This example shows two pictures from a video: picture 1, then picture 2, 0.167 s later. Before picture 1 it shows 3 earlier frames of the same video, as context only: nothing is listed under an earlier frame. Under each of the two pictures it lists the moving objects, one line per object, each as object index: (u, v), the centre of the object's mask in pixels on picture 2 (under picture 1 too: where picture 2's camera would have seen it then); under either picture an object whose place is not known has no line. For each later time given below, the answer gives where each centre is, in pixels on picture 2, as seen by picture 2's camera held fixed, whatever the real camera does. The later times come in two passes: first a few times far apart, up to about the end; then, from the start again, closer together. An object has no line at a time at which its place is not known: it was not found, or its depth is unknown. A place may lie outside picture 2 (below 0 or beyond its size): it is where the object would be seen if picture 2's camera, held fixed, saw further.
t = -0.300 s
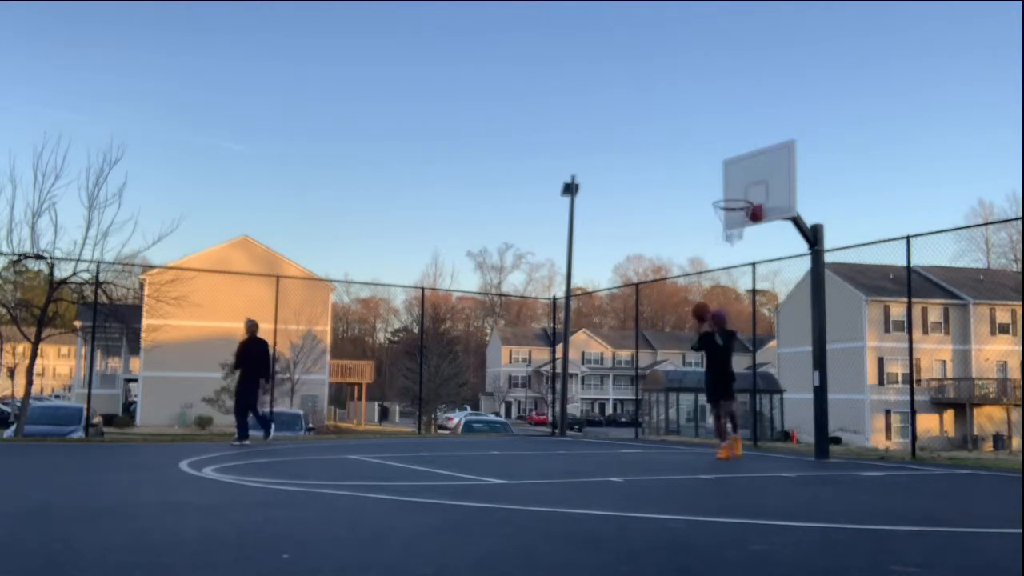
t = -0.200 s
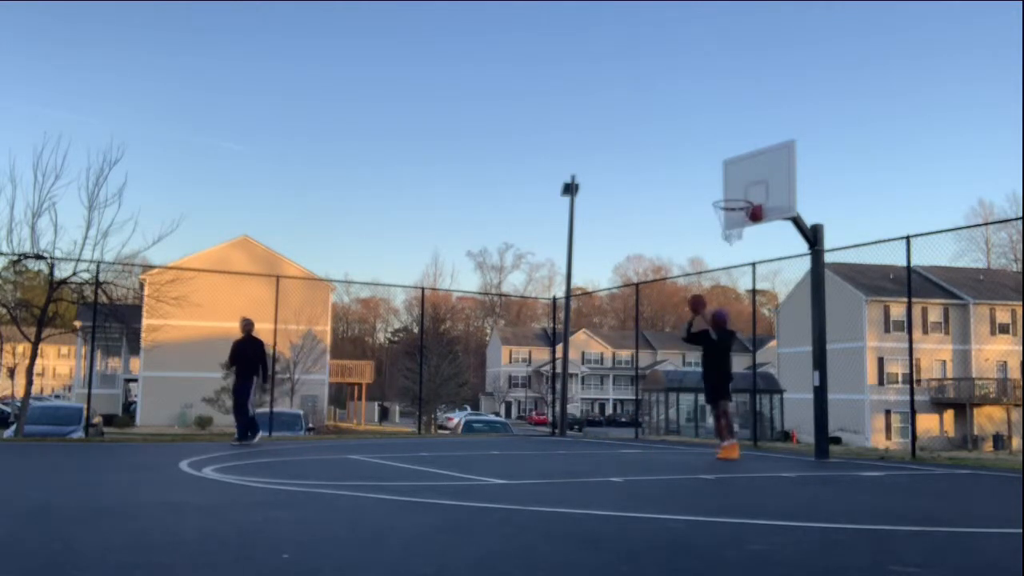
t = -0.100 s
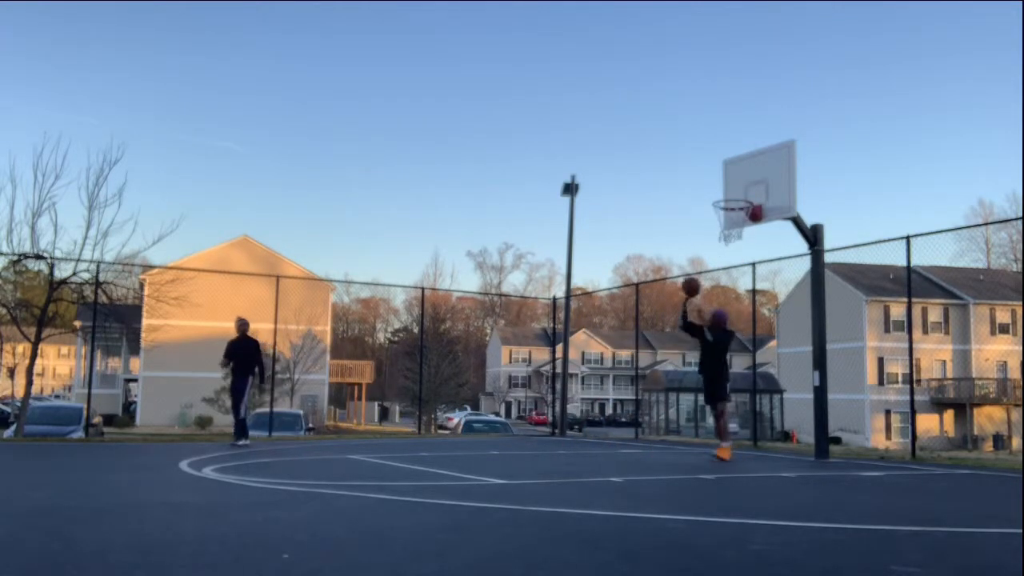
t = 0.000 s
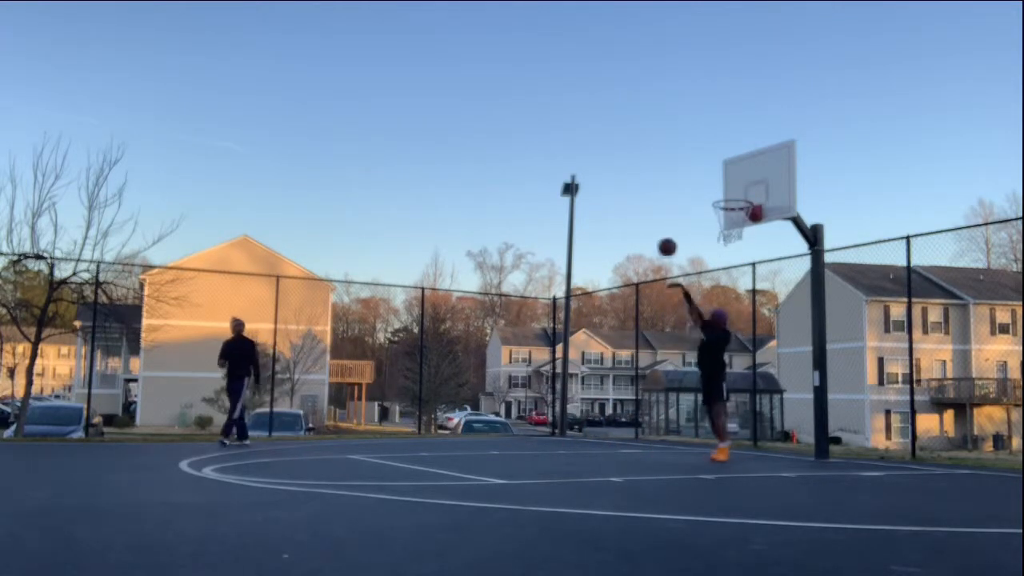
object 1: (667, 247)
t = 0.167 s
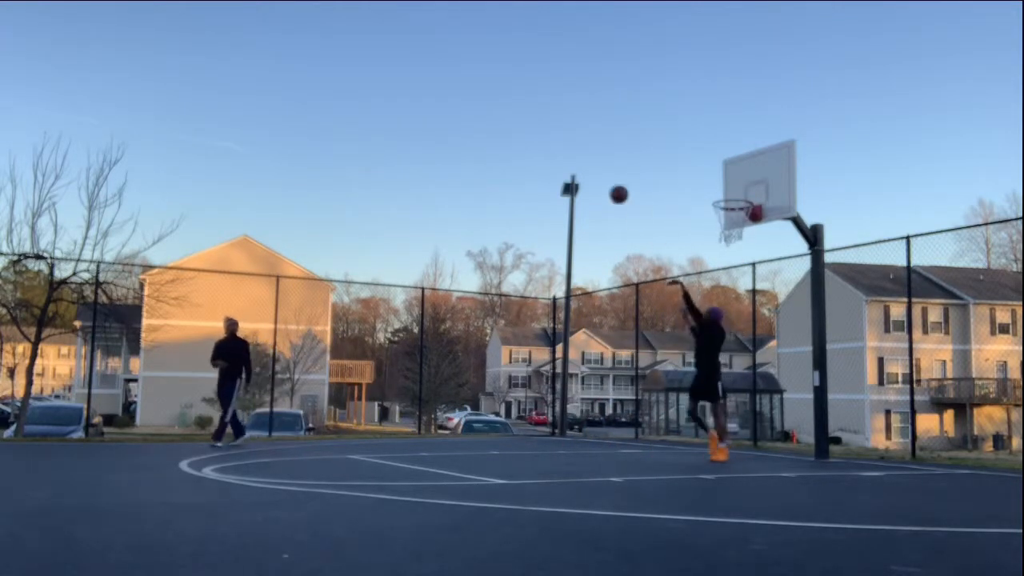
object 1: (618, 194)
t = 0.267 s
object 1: (591, 173)
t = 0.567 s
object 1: (507, 157)
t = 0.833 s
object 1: (433, 199)
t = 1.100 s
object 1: (358, 296)
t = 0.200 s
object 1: (609, 186)
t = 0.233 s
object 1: (600, 179)
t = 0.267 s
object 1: (591, 173)
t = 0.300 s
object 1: (581, 168)
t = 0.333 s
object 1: (572, 163)
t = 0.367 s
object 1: (562, 160)
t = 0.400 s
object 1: (553, 157)
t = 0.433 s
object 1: (544, 155)
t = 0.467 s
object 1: (535, 154)
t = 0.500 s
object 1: (526, 154)
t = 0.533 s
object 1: (516, 156)
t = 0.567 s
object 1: (507, 157)
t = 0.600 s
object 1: (498, 159)
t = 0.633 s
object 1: (489, 162)
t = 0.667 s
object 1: (479, 167)
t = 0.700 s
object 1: (470, 171)
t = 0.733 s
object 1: (461, 177)
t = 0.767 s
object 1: (451, 184)
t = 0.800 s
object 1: (442, 191)
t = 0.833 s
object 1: (433, 199)
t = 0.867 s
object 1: (424, 209)
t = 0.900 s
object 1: (415, 218)
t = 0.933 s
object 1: (406, 229)
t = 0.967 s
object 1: (396, 241)
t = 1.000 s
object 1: (387, 253)
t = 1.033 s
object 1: (377, 266)
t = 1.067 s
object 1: (368, 280)
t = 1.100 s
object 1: (358, 296)
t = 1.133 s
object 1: (348, 312)
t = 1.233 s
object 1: (320, 364)
